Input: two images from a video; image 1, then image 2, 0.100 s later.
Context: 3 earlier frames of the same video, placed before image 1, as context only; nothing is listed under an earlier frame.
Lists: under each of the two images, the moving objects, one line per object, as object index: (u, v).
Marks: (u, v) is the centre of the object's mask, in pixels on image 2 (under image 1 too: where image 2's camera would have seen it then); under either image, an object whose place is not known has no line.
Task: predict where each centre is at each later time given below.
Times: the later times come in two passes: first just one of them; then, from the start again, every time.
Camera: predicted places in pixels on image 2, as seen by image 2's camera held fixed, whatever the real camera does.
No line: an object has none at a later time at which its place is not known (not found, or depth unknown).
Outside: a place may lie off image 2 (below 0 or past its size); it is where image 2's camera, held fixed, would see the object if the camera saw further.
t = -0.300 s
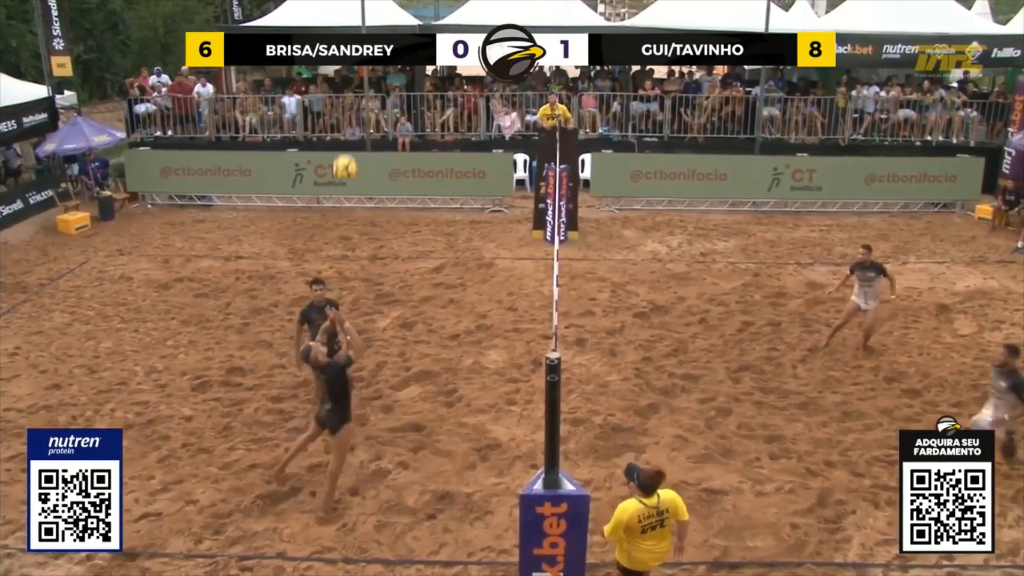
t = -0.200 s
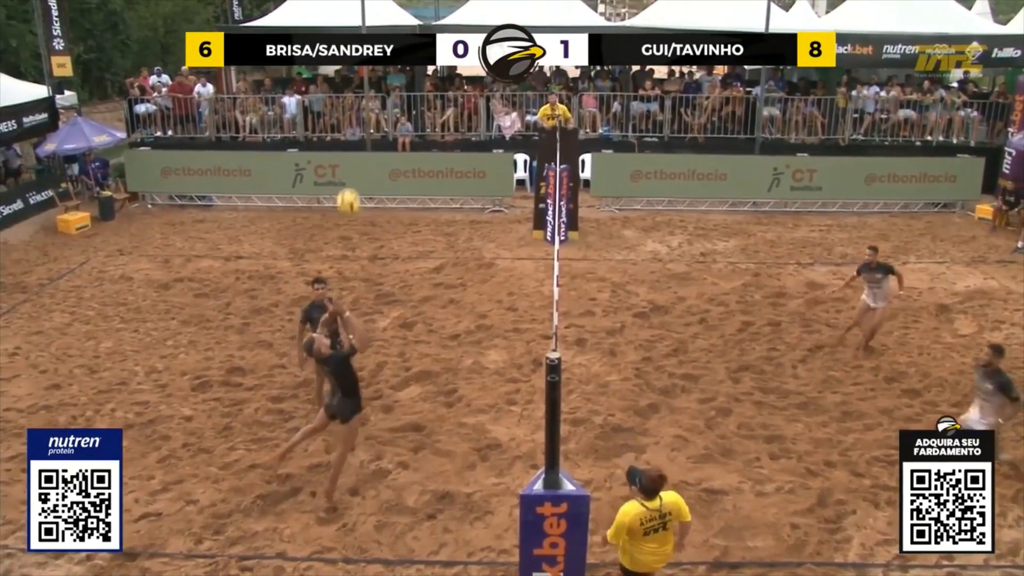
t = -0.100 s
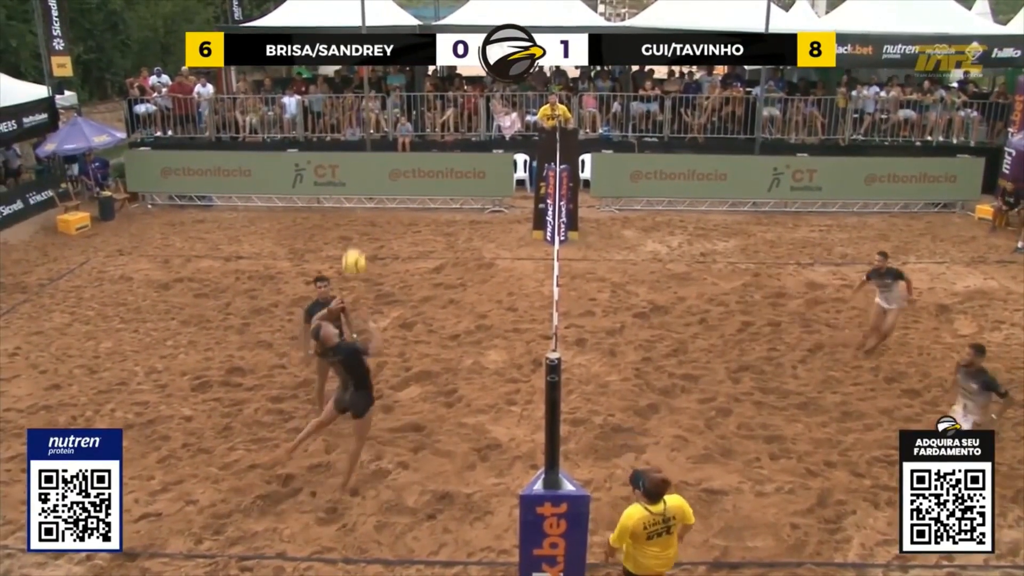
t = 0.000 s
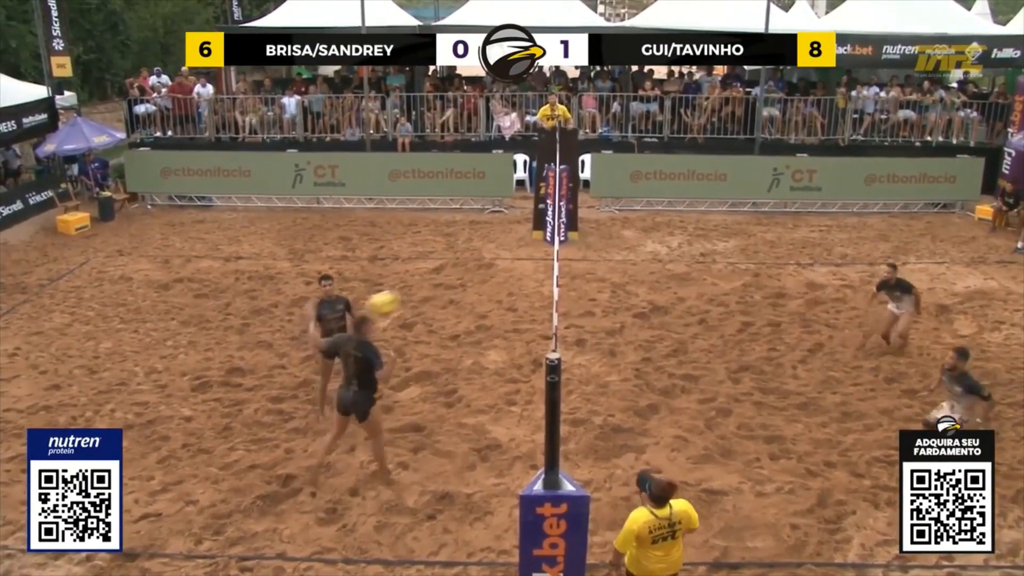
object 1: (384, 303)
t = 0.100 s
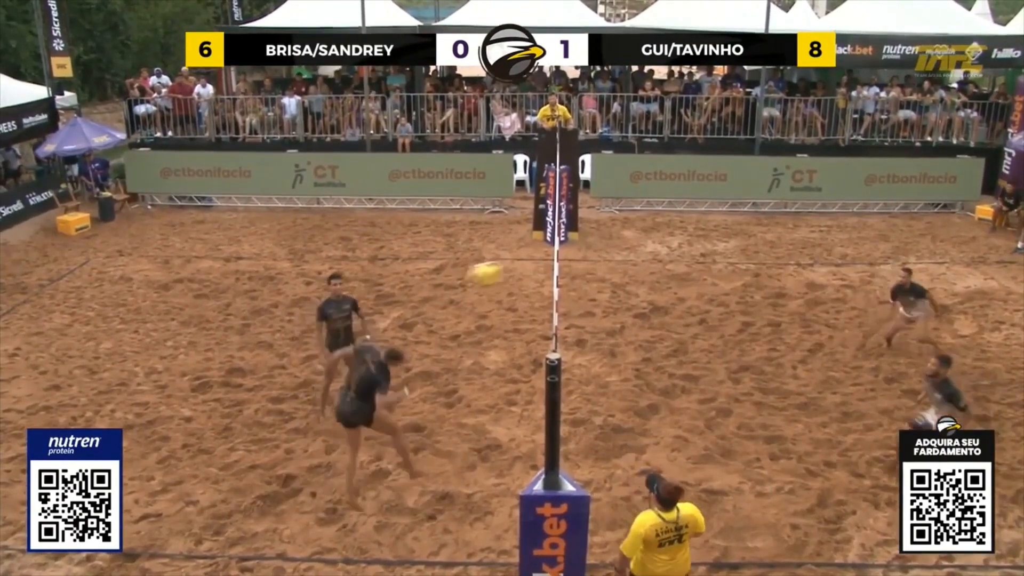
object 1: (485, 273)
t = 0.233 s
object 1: (630, 250)
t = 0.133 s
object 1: (519, 266)
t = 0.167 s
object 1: (555, 256)
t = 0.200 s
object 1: (594, 253)
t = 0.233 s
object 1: (630, 250)
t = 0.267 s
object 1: (666, 248)
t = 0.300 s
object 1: (704, 245)
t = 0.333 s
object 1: (740, 244)
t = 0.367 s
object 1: (776, 245)
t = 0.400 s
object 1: (812, 249)
